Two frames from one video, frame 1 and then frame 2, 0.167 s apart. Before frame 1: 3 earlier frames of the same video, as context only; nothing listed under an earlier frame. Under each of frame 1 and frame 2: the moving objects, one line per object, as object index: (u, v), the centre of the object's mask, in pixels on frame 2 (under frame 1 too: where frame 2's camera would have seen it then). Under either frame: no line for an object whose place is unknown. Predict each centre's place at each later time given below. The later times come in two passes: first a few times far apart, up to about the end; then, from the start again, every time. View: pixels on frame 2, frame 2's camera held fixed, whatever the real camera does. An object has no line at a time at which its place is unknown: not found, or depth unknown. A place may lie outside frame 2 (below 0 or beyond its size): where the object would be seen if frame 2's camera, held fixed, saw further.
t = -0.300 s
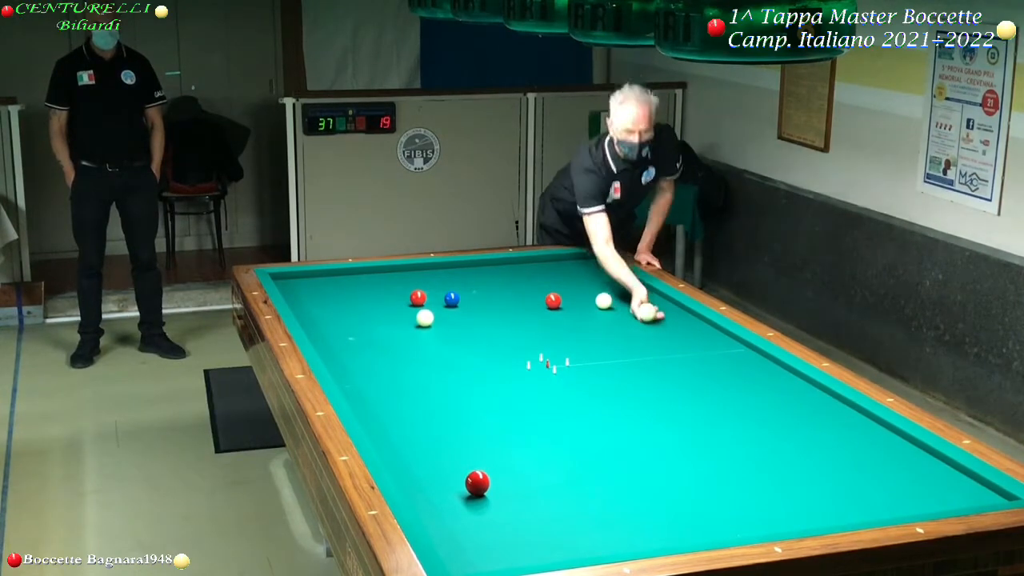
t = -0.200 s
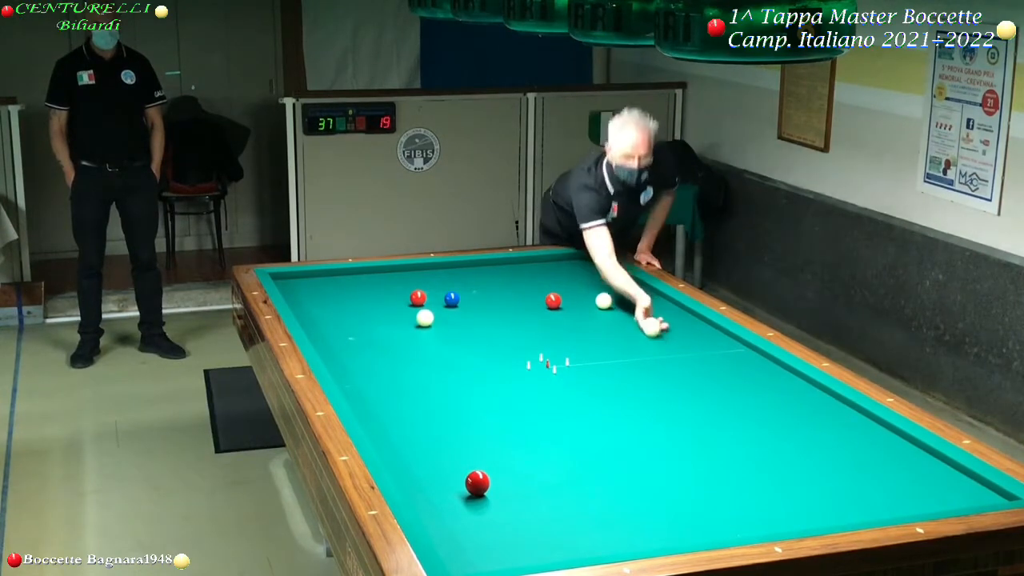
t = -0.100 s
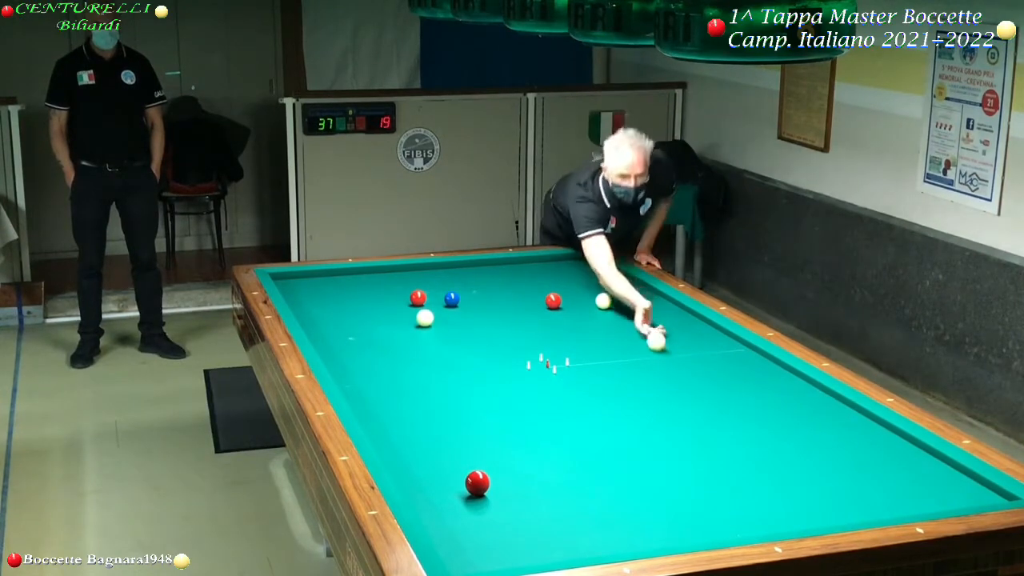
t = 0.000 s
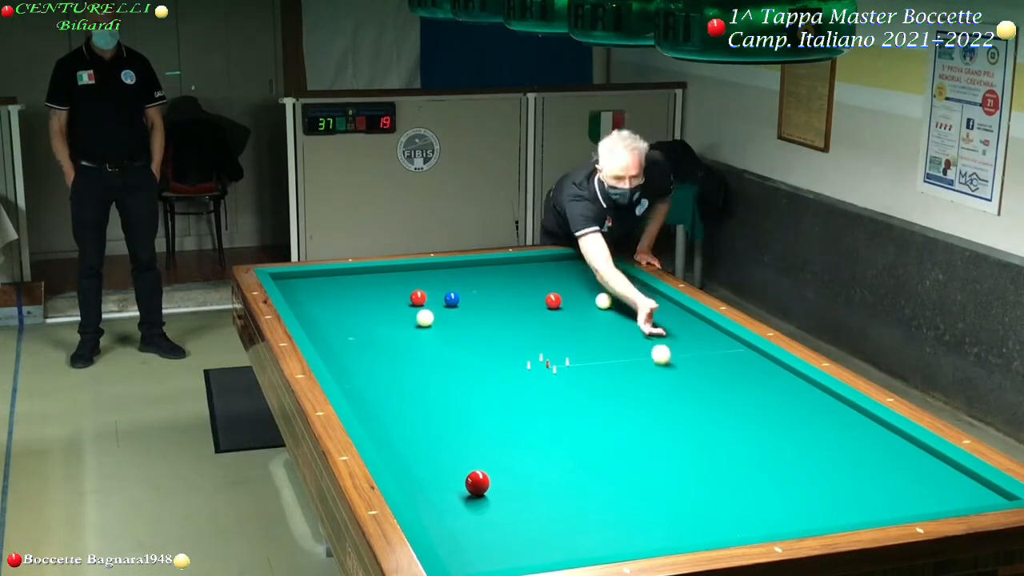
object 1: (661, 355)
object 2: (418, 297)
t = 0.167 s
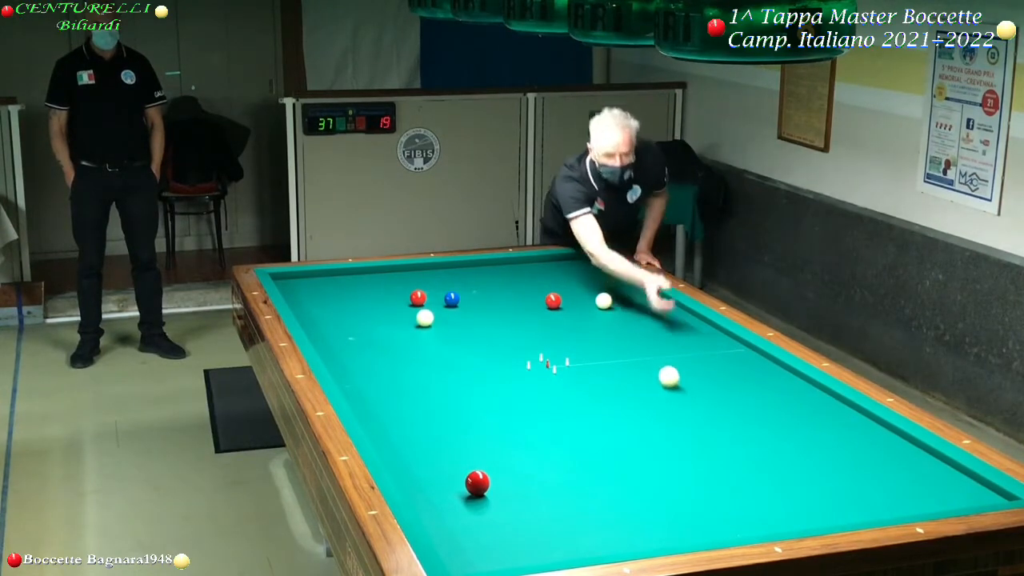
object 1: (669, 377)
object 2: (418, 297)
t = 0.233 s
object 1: (672, 386)
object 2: (418, 297)
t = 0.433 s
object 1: (684, 417)
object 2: (418, 297)
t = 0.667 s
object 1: (698, 458)
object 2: (418, 297)
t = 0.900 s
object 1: (716, 508)
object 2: (418, 297)
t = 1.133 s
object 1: (693, 519)
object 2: (418, 297)
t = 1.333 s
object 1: (645, 495)
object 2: (418, 297)
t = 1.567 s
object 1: (598, 474)
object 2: (418, 297)
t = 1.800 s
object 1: (556, 455)
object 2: (418, 297)
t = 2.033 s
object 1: (517, 438)
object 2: (418, 297)
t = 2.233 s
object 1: (486, 424)
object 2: (418, 297)
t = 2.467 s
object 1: (453, 410)
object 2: (418, 297)
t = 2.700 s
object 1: (422, 396)
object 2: (418, 297)
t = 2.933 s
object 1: (393, 384)
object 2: (418, 297)
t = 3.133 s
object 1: (370, 373)
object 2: (418, 297)
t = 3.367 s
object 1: (345, 362)
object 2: (418, 297)
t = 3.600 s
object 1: (325, 351)
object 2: (418, 297)
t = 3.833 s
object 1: (326, 341)
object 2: (418, 297)
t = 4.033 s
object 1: (327, 333)
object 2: (418, 297)
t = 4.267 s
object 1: (328, 323)
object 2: (418, 297)
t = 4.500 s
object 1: (329, 315)
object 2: (418, 297)
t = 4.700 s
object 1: (330, 308)
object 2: (418, 297)
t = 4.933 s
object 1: (332, 300)
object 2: (418, 297)
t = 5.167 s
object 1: (333, 293)
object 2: (418, 297)
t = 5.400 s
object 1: (334, 285)
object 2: (418, 297)
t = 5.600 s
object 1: (335, 280)
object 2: (418, 297)
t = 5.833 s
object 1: (336, 274)
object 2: (418, 297)
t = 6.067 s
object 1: (340, 273)
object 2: (418, 297)
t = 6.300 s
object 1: (349, 275)
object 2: (418, 297)
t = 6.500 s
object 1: (355, 278)
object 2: (418, 297)
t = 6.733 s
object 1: (363, 280)
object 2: (418, 297)
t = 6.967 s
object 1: (371, 282)
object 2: (418, 297)
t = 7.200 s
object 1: (378, 285)
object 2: (418, 297)
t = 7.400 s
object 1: (384, 286)
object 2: (418, 297)
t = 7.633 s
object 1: (391, 288)
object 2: (418, 297)
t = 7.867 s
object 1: (397, 290)
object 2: (418, 297)
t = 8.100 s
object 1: (403, 292)
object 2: (418, 297)
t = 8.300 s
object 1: (407, 293)
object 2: (418, 298)
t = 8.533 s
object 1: (410, 293)
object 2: (420, 299)
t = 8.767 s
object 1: (413, 293)
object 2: (423, 299)
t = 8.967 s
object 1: (415, 293)
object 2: (424, 300)
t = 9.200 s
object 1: (417, 294)
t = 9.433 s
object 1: (418, 294)
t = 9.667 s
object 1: (418, 294)
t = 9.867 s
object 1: (419, 295)
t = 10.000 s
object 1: (419, 295)
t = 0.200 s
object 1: (671, 382)
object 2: (418, 297)
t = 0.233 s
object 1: (672, 386)
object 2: (418, 297)
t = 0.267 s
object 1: (674, 391)
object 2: (418, 297)
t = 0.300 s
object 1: (676, 396)
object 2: (418, 297)
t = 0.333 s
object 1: (678, 401)
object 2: (418, 297)
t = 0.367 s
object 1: (680, 406)
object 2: (418, 297)
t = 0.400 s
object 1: (682, 411)
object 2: (418, 297)
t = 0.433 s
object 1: (684, 417)
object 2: (418, 297)
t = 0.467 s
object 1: (686, 422)
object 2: (418, 297)
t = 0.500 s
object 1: (688, 428)
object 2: (418, 297)
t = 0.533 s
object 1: (690, 434)
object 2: (418, 297)
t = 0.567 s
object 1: (692, 440)
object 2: (418, 297)
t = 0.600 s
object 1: (694, 446)
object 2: (418, 297)
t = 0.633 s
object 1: (696, 452)
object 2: (418, 297)
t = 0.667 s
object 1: (698, 458)
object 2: (418, 297)
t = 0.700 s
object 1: (701, 465)
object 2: (418, 297)
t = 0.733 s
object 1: (703, 472)
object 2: (418, 297)
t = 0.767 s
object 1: (706, 479)
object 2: (418, 297)
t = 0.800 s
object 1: (708, 485)
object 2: (418, 297)
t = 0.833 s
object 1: (711, 493)
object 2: (418, 297)
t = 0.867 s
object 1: (714, 500)
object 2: (418, 297)
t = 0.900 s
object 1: (716, 508)
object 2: (418, 297)
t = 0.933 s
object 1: (719, 516)
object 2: (418, 297)
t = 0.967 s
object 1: (722, 524)
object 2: (418, 297)
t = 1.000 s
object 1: (725, 528)
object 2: (418, 297)
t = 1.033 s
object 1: (723, 531)
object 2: (418, 297)
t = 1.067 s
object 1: (713, 528)
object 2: (418, 297)
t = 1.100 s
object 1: (703, 524)
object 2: (418, 297)
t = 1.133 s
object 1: (693, 519)
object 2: (418, 297)
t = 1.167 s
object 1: (684, 514)
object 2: (418, 297)
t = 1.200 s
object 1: (676, 510)
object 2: (418, 297)
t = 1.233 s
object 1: (667, 506)
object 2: (418, 297)
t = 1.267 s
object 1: (660, 502)
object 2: (418, 297)
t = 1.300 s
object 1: (652, 498)
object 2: (418, 297)
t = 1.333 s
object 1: (645, 495)
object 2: (418, 297)
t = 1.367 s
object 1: (638, 492)
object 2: (418, 297)
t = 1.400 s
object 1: (631, 489)
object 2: (418, 297)
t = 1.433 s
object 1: (624, 486)
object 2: (418, 297)
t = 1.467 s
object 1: (618, 483)
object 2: (418, 297)
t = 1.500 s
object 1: (611, 480)
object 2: (418, 297)
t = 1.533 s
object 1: (604, 477)
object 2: (418, 297)
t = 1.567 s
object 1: (598, 474)
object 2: (418, 297)
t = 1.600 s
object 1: (592, 472)
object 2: (418, 297)
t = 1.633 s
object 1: (585, 469)
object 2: (418, 297)
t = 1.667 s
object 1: (580, 466)
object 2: (418, 297)
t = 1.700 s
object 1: (574, 463)
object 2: (418, 297)
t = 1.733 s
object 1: (568, 460)
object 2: (418, 297)
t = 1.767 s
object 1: (562, 458)
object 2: (418, 297)
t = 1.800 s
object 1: (556, 455)
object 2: (418, 297)
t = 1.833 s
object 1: (550, 453)
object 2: (418, 297)
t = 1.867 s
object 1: (545, 450)
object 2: (418, 297)
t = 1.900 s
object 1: (539, 448)
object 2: (418, 297)
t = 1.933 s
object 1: (533, 445)
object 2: (418, 297)
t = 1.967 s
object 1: (528, 443)
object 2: (418, 297)
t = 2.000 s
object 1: (522, 440)
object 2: (418, 297)
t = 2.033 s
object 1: (517, 438)
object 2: (418, 297)
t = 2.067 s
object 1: (512, 436)
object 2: (418, 297)
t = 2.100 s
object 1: (507, 433)
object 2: (418, 297)
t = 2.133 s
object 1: (501, 431)
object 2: (418, 297)
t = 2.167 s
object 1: (496, 429)
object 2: (418, 297)
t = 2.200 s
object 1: (491, 427)
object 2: (418, 297)
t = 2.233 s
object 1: (486, 424)
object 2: (418, 297)
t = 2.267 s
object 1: (481, 422)
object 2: (418, 297)
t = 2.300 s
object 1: (477, 420)
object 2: (418, 297)
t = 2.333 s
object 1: (472, 418)
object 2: (418, 297)
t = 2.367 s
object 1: (467, 416)
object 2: (418, 297)
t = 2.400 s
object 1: (462, 414)
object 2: (418, 297)
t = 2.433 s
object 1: (457, 412)
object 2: (418, 297)
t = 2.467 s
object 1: (453, 410)
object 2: (418, 297)
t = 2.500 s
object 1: (448, 408)
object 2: (418, 297)
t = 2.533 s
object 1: (444, 406)
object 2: (418, 297)
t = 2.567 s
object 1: (439, 404)
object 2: (418, 297)
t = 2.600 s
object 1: (435, 402)
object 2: (418, 297)
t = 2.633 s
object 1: (431, 400)
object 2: (418, 297)
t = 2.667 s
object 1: (426, 398)
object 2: (418, 297)
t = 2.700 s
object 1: (422, 396)
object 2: (418, 297)
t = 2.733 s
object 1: (418, 394)
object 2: (418, 297)
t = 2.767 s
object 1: (414, 392)
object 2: (418, 297)
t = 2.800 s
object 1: (409, 391)
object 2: (418, 297)
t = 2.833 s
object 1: (405, 389)
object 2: (418, 297)
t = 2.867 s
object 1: (401, 387)
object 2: (418, 297)
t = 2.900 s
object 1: (397, 385)
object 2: (418, 297)
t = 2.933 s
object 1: (393, 384)
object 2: (418, 297)
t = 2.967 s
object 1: (389, 382)
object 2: (418, 297)
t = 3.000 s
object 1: (385, 380)
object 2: (418, 297)
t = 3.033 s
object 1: (382, 378)
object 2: (418, 297)
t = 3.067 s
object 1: (378, 377)
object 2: (418, 297)
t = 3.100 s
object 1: (374, 375)
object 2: (418, 297)
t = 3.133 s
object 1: (370, 373)
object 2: (418, 297)
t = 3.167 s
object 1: (367, 372)
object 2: (418, 297)
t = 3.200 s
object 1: (363, 370)
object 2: (418, 297)
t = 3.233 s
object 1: (359, 369)
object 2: (418, 297)
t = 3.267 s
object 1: (356, 367)
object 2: (418, 297)
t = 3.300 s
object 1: (352, 366)
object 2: (418, 297)
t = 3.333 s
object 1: (349, 364)
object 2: (418, 297)
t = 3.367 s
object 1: (345, 362)
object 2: (418, 297)
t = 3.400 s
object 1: (342, 361)
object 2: (418, 297)
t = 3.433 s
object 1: (339, 359)
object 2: (418, 297)
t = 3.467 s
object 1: (335, 358)
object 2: (418, 297)
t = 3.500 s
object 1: (332, 356)
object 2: (418, 297)
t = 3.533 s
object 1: (329, 355)
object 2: (418, 297)
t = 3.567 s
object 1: (326, 353)
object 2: (418, 297)
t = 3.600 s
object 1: (325, 351)
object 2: (418, 297)
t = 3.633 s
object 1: (326, 350)
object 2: (418, 297)
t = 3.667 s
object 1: (326, 349)
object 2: (418, 297)
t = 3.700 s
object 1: (326, 347)
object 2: (418, 297)
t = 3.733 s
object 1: (326, 345)
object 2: (418, 297)
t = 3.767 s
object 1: (326, 344)
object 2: (418, 297)
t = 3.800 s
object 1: (326, 343)
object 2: (418, 297)
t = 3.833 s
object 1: (326, 341)
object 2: (418, 297)
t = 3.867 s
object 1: (326, 340)
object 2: (418, 297)
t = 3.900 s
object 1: (327, 338)
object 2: (418, 297)
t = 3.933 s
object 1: (327, 337)
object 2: (418, 297)
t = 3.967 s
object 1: (327, 336)
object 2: (418, 297)
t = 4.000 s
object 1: (327, 334)
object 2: (418, 297)
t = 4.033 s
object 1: (327, 333)
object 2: (418, 297)
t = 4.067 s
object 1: (327, 331)
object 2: (418, 297)
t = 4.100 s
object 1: (327, 330)
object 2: (418, 297)
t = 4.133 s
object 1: (328, 329)
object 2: (418, 297)
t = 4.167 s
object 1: (328, 327)
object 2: (418, 297)
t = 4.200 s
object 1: (328, 326)
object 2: (418, 297)
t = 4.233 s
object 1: (328, 325)
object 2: (418, 297)
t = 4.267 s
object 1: (328, 323)
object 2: (418, 297)
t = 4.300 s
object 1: (329, 322)
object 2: (418, 297)
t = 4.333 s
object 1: (329, 321)
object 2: (418, 297)
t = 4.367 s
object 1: (329, 320)
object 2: (418, 297)
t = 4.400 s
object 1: (329, 318)
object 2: (418, 297)
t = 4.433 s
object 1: (329, 317)
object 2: (418, 297)
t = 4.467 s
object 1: (329, 316)
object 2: (418, 297)
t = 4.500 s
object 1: (329, 315)
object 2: (418, 297)
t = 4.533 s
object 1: (330, 314)
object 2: (418, 297)
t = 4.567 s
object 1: (330, 312)
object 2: (418, 297)
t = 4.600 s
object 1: (330, 311)
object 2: (418, 297)
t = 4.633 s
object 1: (330, 310)
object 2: (418, 297)
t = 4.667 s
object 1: (330, 309)
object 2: (418, 297)
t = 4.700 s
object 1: (330, 308)
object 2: (418, 297)
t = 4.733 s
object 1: (331, 307)
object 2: (418, 297)
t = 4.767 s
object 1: (331, 306)
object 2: (418, 297)
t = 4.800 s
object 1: (331, 304)
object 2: (418, 297)
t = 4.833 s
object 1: (331, 303)
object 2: (418, 297)
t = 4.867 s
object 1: (331, 302)
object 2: (418, 297)
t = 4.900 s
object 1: (332, 301)
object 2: (418, 297)
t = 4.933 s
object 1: (332, 300)
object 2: (418, 297)
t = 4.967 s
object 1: (332, 299)
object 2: (418, 297)
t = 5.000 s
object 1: (332, 298)
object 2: (418, 297)
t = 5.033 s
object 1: (332, 297)
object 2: (418, 297)
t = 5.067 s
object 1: (332, 296)
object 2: (418, 297)
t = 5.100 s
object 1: (332, 295)
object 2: (418, 297)
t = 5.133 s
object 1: (333, 294)
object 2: (418, 297)
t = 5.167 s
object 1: (333, 293)
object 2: (418, 297)
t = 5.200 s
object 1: (333, 292)
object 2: (418, 297)
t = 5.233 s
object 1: (333, 291)
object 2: (418, 297)
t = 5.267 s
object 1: (333, 290)
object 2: (418, 297)
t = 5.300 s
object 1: (333, 289)
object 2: (418, 297)
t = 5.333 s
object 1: (334, 288)
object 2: (418, 297)
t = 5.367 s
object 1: (334, 286)
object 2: (418, 297)
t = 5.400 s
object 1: (334, 285)
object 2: (418, 297)
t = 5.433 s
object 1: (334, 284)
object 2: (418, 297)
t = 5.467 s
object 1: (334, 284)
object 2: (418, 297)
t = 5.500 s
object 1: (334, 283)
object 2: (418, 297)
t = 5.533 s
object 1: (335, 282)
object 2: (418, 297)
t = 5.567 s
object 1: (335, 281)
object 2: (418, 297)
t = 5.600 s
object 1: (335, 280)
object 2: (418, 297)
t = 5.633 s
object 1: (335, 279)
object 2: (418, 297)
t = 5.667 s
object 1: (335, 278)
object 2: (418, 297)
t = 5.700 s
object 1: (335, 277)
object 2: (418, 297)
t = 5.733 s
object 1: (335, 276)
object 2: (418, 297)
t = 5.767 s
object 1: (335, 276)
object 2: (418, 297)
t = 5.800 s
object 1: (335, 275)
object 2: (418, 297)
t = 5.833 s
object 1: (336, 274)
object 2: (418, 297)
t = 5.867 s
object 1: (336, 273)
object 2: (418, 297)
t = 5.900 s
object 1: (336, 272)
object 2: (418, 297)
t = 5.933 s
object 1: (336, 271)
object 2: (418, 297)
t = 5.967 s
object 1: (337, 272)
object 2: (418, 297)
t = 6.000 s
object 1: (338, 272)
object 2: (418, 297)
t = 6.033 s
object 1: (339, 272)
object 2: (418, 297)
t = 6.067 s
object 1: (340, 273)
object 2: (418, 297)
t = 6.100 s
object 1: (342, 273)
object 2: (418, 297)
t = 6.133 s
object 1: (343, 273)
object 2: (418, 297)
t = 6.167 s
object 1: (344, 274)
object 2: (418, 297)
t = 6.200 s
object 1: (345, 274)
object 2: (418, 297)
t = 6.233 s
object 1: (346, 275)
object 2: (418, 297)
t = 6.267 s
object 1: (347, 275)
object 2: (418, 297)
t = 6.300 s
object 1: (349, 275)
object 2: (418, 297)
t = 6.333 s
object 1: (350, 276)
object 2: (418, 297)
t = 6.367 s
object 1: (351, 276)
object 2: (418, 297)
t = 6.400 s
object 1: (352, 276)
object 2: (418, 297)
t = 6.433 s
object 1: (353, 277)
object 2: (418, 297)
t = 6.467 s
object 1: (354, 277)
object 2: (418, 297)
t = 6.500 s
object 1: (355, 278)
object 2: (418, 297)
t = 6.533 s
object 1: (356, 278)
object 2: (418, 297)
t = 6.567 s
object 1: (358, 278)
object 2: (418, 297)
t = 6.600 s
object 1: (359, 278)
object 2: (418, 297)
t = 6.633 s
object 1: (360, 279)
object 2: (418, 297)
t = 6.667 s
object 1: (361, 279)
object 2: (418, 297)
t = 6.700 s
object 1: (362, 280)
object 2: (418, 297)
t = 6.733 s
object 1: (363, 280)
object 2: (418, 297)
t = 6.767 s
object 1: (364, 280)
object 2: (418, 297)
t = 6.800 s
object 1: (365, 281)
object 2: (418, 297)
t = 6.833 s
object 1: (366, 281)
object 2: (418, 297)
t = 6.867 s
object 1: (368, 281)
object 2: (418, 297)
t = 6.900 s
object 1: (369, 281)
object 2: (418, 297)
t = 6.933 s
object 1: (370, 282)
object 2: (418, 297)
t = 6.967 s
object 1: (371, 282)
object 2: (418, 297)
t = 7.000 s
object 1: (372, 283)
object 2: (418, 297)
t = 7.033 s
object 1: (373, 283)
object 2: (418, 297)
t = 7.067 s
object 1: (374, 283)
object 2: (418, 297)
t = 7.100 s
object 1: (375, 284)
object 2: (418, 297)
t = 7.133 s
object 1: (376, 284)
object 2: (418, 297)
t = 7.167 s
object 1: (377, 284)
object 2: (418, 297)
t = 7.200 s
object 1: (378, 285)
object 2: (418, 297)
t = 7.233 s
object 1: (379, 285)
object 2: (418, 297)
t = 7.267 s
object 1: (380, 285)
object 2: (418, 297)
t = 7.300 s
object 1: (381, 285)
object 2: (418, 297)
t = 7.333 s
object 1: (382, 286)
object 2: (418, 297)
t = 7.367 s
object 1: (383, 286)
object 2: (418, 297)
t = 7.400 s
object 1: (384, 286)
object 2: (418, 297)
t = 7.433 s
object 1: (385, 286)
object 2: (418, 297)
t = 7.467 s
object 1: (386, 287)
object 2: (418, 297)
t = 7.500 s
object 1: (387, 287)
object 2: (418, 297)
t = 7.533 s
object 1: (388, 288)
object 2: (418, 297)
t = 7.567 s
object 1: (389, 288)
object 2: (418, 297)
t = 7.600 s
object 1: (390, 288)
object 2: (418, 297)
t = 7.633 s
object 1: (391, 288)
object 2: (418, 297)
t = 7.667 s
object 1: (392, 289)
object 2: (418, 297)
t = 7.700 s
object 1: (393, 289)
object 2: (418, 297)
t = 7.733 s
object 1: (394, 289)
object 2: (418, 297)
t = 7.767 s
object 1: (395, 289)
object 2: (418, 297)
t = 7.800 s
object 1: (396, 290)
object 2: (418, 297)
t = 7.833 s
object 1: (397, 290)
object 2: (418, 297)
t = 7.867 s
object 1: (397, 290)
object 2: (418, 297)
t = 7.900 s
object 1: (398, 291)
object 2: (418, 297)
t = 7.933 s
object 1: (399, 291)
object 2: (418, 297)
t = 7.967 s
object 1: (400, 291)
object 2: (418, 297)
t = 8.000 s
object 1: (401, 291)
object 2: (418, 297)
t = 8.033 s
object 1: (402, 292)
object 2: (418, 297)
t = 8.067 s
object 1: (403, 292)
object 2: (418, 297)
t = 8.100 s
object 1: (403, 292)
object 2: (418, 297)
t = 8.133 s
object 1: (404, 292)
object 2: (418, 297)
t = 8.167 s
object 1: (405, 292)
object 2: (418, 297)
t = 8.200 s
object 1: (405, 292)
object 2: (418, 297)
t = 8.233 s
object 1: (406, 293)
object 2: (418, 297)
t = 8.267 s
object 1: (406, 293)
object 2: (418, 297)
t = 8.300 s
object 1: (407, 293)
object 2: (418, 298)
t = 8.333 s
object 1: (407, 293)
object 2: (418, 298)
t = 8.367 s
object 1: (408, 293)
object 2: (418, 298)
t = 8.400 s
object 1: (409, 293)
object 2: (419, 298)
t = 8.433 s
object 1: (409, 293)
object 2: (419, 298)
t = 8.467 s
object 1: (409, 293)
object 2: (419, 298)
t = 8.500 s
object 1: (410, 293)
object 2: (420, 298)
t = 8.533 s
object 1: (410, 293)
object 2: (420, 299)
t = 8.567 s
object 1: (411, 293)
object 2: (420, 299)
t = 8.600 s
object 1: (411, 293)
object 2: (421, 299)
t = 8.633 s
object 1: (412, 293)
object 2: (421, 299)
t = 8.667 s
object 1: (412, 293)
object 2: (421, 299)
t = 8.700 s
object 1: (412, 293)
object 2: (422, 299)
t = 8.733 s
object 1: (413, 293)
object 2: (422, 299)
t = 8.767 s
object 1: (413, 293)
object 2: (423, 299)
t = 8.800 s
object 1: (414, 293)
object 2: (423, 300)
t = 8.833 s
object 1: (414, 293)
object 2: (423, 300)
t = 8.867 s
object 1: (414, 293)
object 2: (423, 300)
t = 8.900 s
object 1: (414, 293)
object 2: (423, 300)
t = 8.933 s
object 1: (415, 293)
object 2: (424, 300)
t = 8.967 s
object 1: (415, 293)
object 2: (424, 300)
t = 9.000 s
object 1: (415, 294)
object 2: (424, 300)
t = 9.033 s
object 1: (416, 294)
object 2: (425, 300)
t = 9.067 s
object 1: (416, 294)
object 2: (425, 300)
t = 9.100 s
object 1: (416, 294)
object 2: (425, 301)
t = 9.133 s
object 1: (416, 294)
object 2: (425, 301)
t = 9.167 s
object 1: (417, 294)
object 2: (426, 301)
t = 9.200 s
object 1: (417, 294)
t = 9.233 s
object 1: (417, 294)
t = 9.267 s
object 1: (417, 294)
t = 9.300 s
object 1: (417, 294)
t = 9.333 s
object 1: (418, 294)
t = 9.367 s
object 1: (418, 294)
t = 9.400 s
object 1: (418, 294)
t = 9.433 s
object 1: (418, 294)
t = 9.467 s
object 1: (418, 294)
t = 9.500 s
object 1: (418, 294)
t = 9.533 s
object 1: (418, 294)
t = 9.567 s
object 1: (418, 294)
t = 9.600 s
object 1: (418, 294)
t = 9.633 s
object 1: (418, 294)
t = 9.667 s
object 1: (418, 294)
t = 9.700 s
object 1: (419, 294)
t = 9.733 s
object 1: (418, 294)
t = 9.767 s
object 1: (419, 295)
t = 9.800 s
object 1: (419, 295)
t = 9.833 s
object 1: (419, 295)
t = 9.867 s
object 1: (419, 295)
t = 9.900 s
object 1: (419, 295)
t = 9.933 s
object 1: (419, 295)
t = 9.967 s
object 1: (419, 295)
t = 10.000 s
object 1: (419, 295)
